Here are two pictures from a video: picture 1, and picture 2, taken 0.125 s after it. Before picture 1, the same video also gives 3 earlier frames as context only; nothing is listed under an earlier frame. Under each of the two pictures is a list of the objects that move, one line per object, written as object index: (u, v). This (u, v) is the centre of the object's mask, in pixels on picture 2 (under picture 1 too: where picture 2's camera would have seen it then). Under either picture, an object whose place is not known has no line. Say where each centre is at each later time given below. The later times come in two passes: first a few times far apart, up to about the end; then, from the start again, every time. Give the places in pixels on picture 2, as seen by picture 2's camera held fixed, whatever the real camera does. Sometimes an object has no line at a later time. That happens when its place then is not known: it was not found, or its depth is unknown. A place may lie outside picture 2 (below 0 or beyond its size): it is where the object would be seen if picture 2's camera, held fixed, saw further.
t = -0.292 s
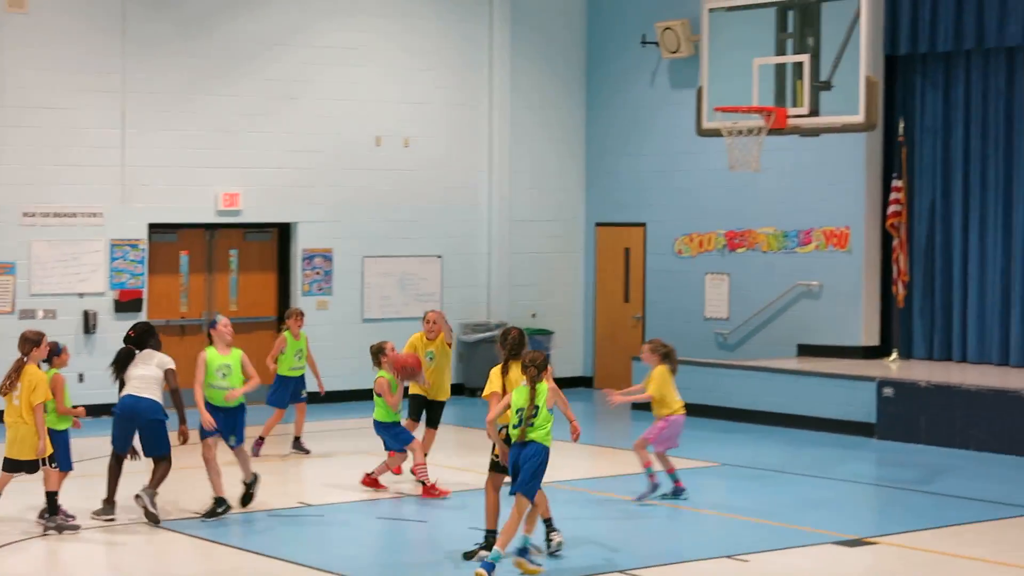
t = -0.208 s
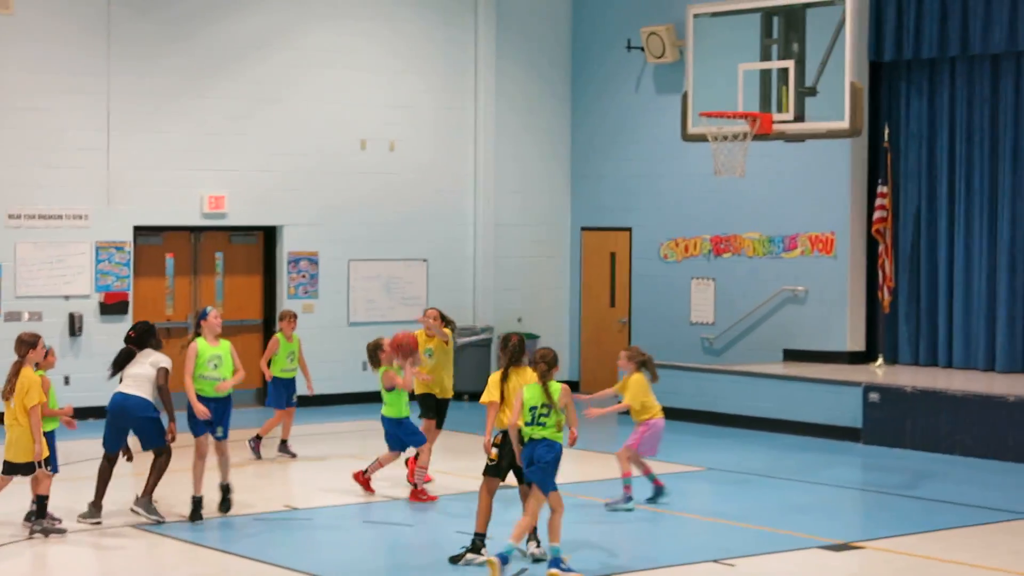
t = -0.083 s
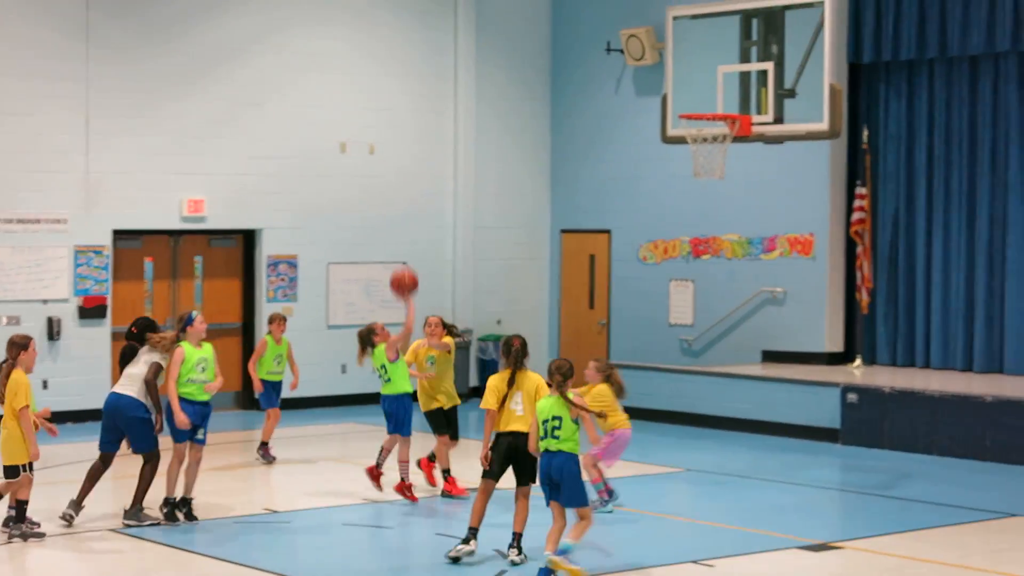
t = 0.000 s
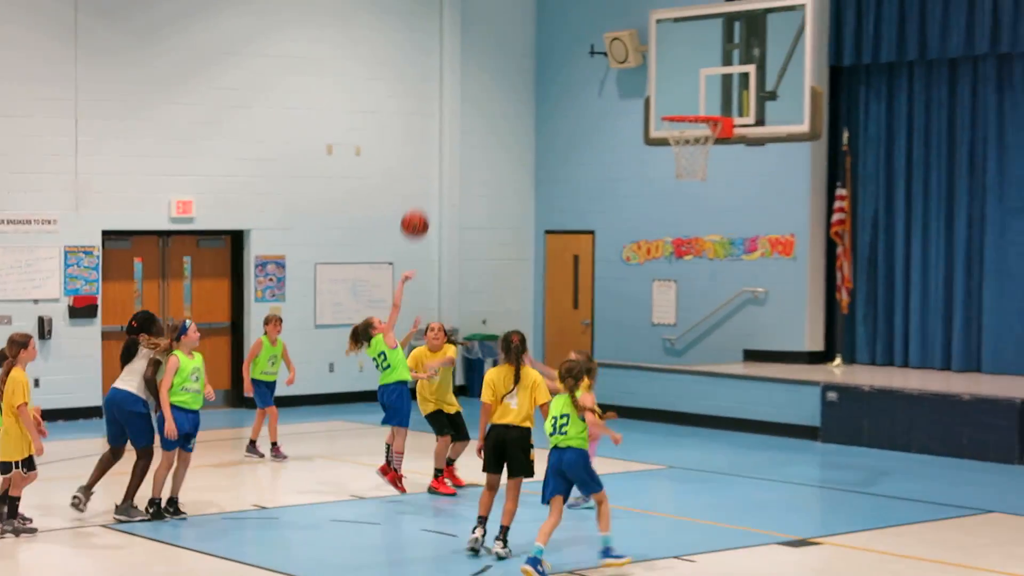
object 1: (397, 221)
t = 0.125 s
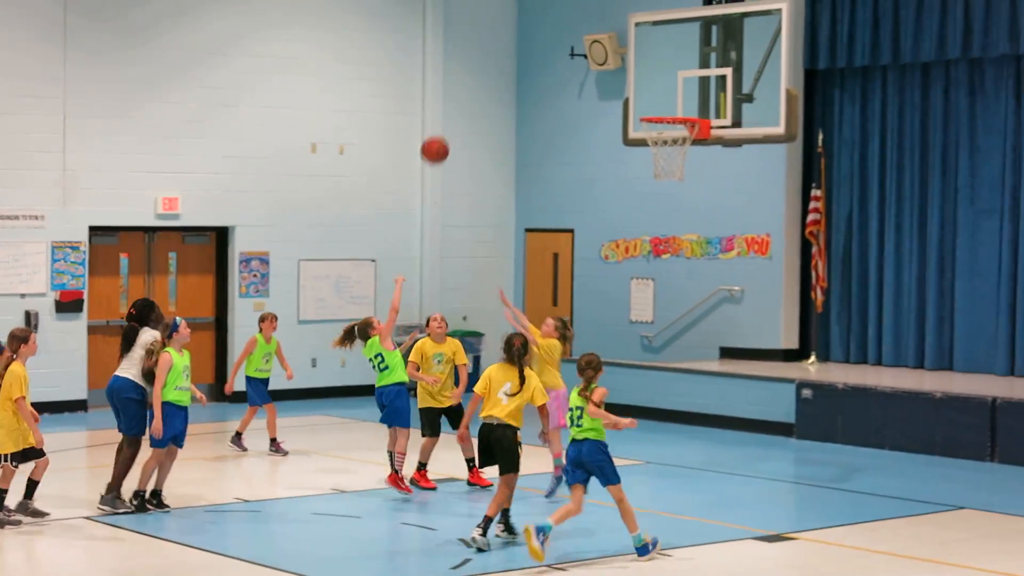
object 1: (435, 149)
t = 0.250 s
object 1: (472, 97)
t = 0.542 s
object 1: (556, 46)
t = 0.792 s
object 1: (626, 84)
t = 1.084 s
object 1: (682, 94)
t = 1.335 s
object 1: (711, 92)
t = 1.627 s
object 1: (709, 147)
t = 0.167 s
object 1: (447, 130)
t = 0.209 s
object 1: (460, 112)
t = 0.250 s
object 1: (472, 97)
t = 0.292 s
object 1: (484, 83)
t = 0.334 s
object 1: (496, 72)
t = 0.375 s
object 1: (508, 63)
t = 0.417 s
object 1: (519, 56)
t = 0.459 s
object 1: (532, 50)
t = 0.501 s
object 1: (543, 47)
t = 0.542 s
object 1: (556, 46)
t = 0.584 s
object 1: (567, 47)
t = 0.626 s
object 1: (579, 50)
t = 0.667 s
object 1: (592, 56)
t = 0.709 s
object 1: (604, 63)
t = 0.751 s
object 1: (615, 72)
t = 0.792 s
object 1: (626, 84)
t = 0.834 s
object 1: (638, 98)
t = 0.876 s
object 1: (647, 103)
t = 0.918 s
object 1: (654, 97)
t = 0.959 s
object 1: (661, 93)
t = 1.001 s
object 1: (668, 92)
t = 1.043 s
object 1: (675, 92)
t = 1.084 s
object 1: (682, 94)
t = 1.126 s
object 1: (689, 99)
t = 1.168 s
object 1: (695, 104)
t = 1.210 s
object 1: (702, 100)
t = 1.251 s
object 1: (708, 96)
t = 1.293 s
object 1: (711, 93)
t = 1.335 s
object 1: (711, 92)
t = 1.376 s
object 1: (710, 94)
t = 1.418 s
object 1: (710, 97)
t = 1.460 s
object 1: (710, 102)
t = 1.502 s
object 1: (710, 110)
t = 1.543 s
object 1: (709, 120)
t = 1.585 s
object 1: (709, 132)
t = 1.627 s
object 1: (709, 147)
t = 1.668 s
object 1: (708, 163)
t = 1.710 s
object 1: (707, 182)
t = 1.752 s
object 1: (707, 202)
